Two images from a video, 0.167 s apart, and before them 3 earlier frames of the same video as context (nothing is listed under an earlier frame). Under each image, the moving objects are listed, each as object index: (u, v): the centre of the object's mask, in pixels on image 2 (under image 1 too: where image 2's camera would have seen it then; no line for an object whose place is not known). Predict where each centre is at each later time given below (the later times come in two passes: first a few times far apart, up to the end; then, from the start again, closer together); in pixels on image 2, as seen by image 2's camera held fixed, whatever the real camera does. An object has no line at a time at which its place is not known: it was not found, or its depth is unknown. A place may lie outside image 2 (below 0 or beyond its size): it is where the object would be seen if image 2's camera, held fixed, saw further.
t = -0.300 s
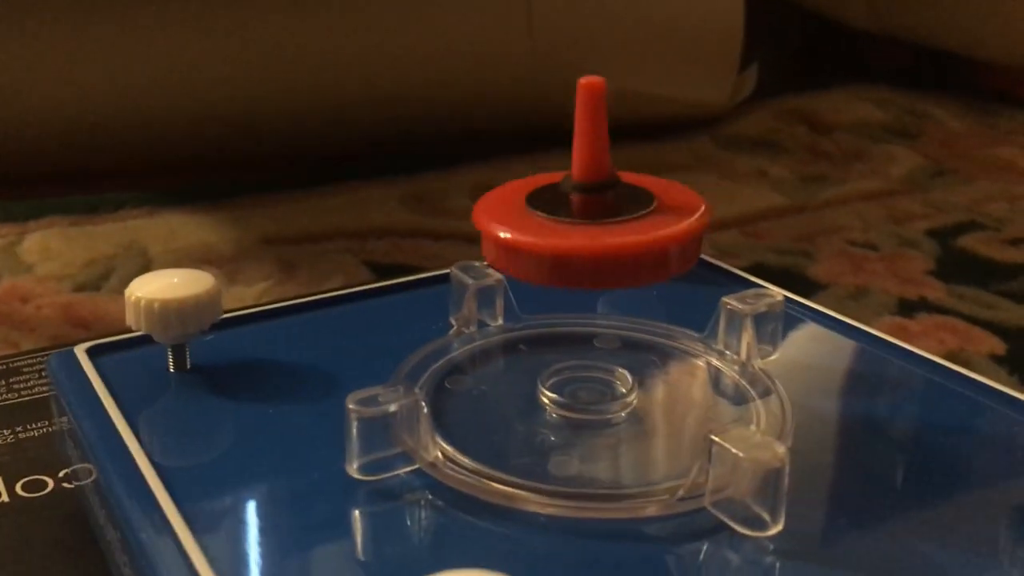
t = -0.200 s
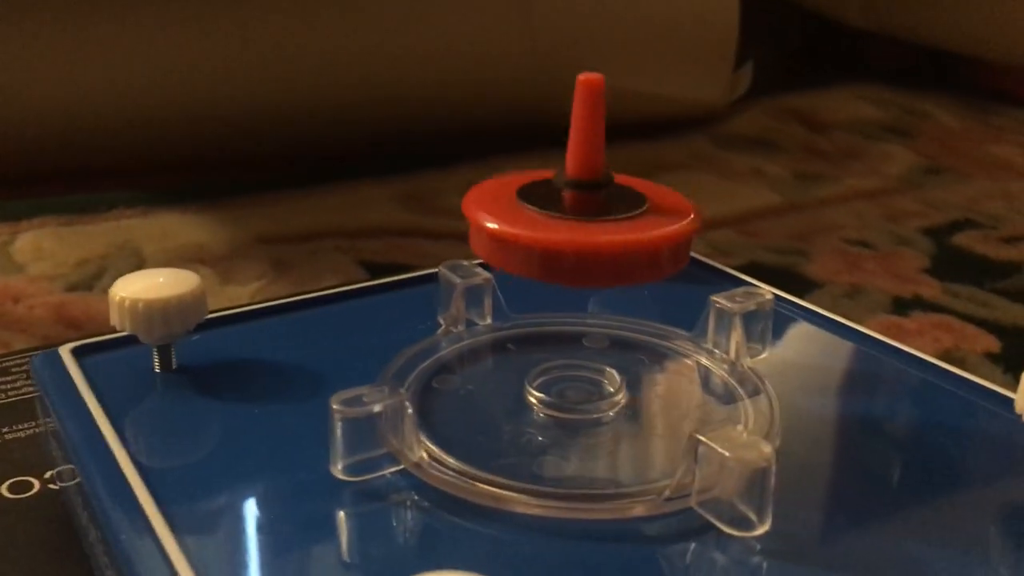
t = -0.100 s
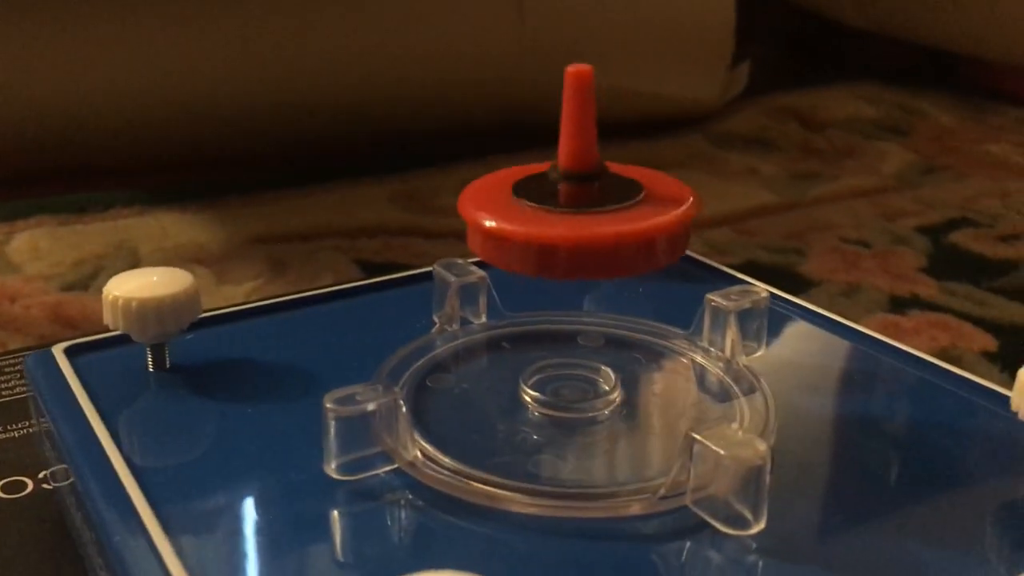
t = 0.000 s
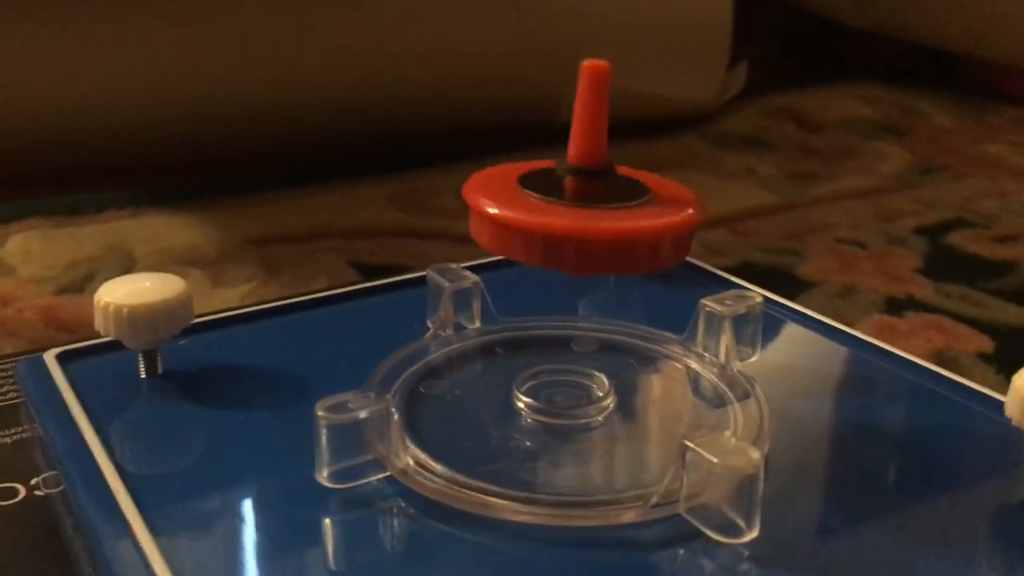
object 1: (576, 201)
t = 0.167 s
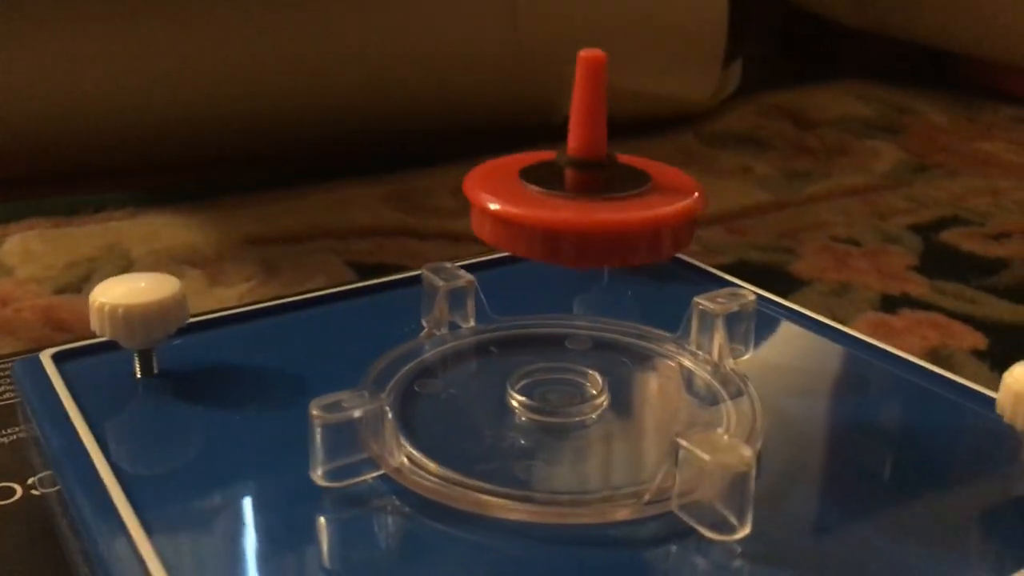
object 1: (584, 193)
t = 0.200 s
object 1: (586, 193)
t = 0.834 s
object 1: (562, 193)
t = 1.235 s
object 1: (567, 212)
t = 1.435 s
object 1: (566, 214)
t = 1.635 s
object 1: (579, 200)
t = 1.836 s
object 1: (593, 196)
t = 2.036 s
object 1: (585, 201)
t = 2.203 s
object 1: (563, 209)
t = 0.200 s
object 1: (586, 193)
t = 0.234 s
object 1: (589, 196)
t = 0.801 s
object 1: (563, 195)
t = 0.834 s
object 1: (562, 193)
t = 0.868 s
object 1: (564, 193)
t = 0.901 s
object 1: (567, 192)
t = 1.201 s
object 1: (570, 210)
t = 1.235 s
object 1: (567, 212)
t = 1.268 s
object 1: (565, 214)
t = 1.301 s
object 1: (565, 214)
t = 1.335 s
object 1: (565, 214)
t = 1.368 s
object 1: (567, 215)
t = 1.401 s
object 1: (567, 215)
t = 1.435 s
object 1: (566, 214)
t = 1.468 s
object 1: (566, 212)
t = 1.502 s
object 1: (567, 208)
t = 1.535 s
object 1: (570, 205)
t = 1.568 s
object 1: (573, 202)
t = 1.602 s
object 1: (576, 199)
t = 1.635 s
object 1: (579, 200)
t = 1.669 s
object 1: (582, 196)
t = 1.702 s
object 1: (584, 194)
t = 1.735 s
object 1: (587, 194)
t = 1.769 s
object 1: (591, 193)
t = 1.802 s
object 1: (593, 195)
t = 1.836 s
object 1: (593, 196)
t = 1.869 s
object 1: (592, 197)
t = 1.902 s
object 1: (590, 197)
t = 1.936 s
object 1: (590, 197)
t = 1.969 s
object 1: (590, 197)
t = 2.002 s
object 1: (588, 200)
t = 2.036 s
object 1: (585, 201)
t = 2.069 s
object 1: (580, 204)
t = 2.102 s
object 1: (574, 207)
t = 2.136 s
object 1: (569, 208)
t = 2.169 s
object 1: (565, 208)
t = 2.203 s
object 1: (563, 209)
